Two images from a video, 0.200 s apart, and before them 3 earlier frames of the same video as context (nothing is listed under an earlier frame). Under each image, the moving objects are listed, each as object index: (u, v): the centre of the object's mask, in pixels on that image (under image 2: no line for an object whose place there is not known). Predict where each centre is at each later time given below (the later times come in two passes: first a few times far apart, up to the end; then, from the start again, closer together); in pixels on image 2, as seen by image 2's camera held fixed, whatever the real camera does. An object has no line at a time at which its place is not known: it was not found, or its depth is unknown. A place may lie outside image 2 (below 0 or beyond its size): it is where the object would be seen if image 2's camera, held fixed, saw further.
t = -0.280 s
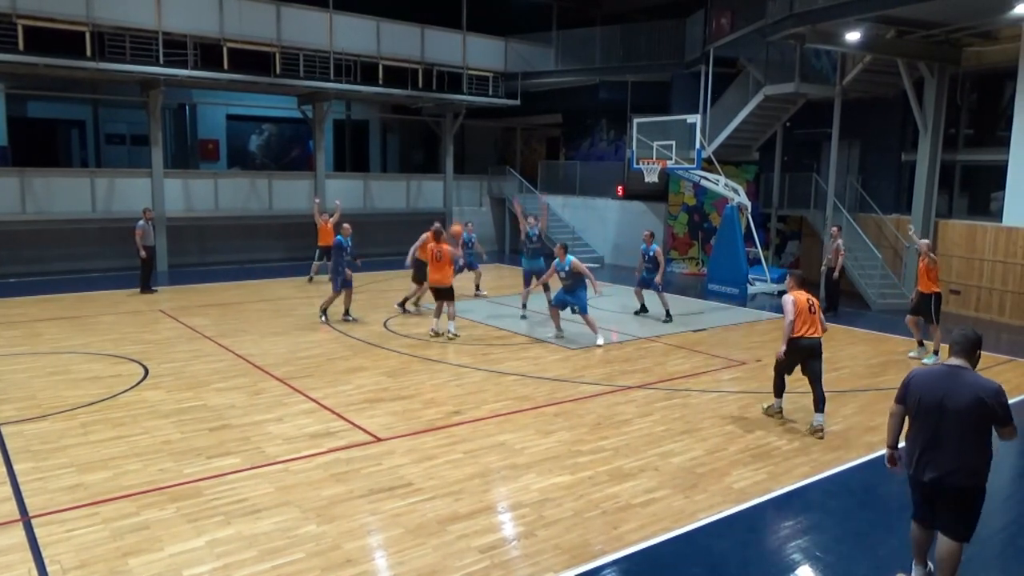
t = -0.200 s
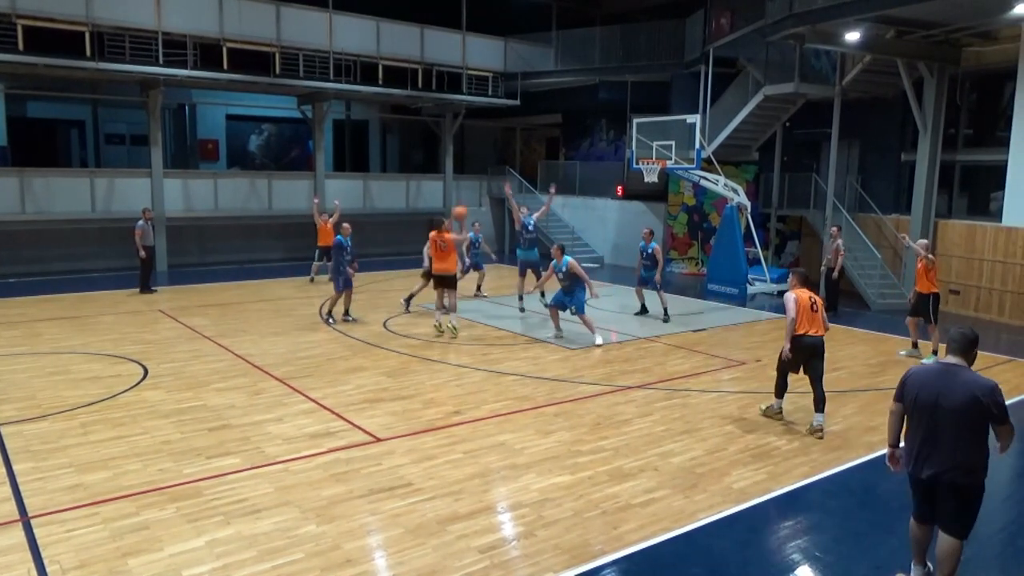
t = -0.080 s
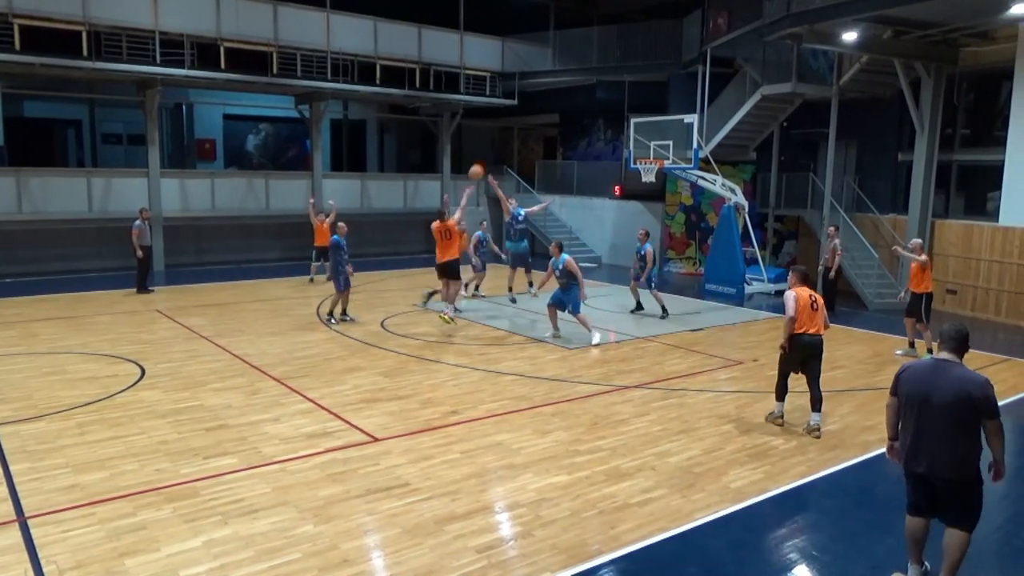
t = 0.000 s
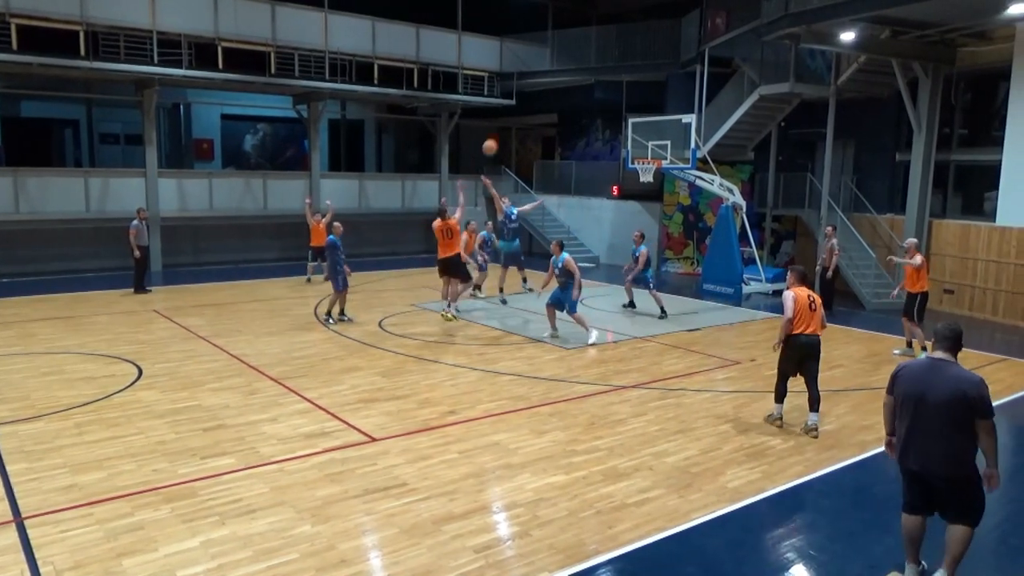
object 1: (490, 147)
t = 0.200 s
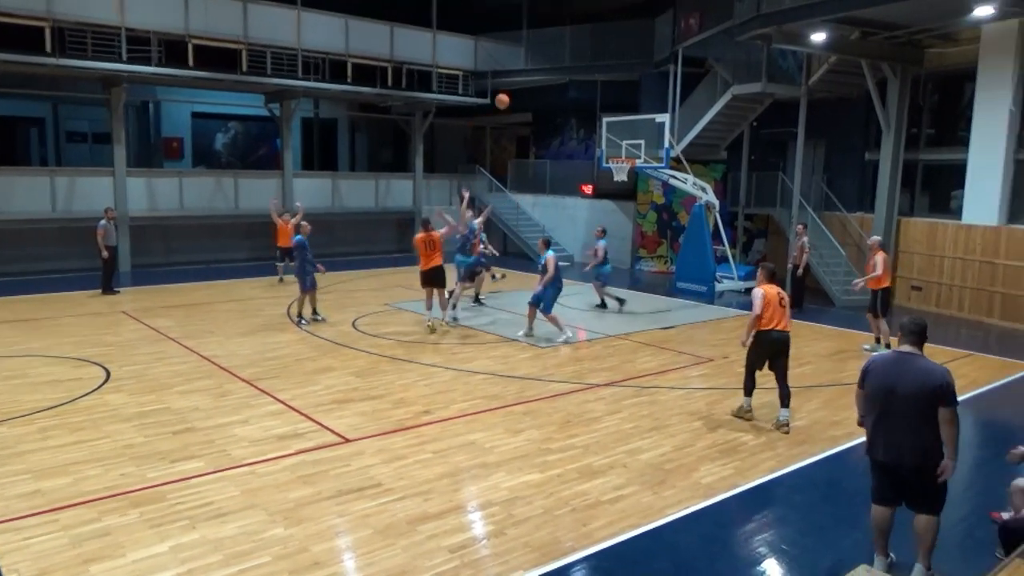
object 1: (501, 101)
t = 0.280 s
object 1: (515, 90)
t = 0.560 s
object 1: (559, 81)
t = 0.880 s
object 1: (601, 117)
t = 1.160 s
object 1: (625, 138)
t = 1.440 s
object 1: (636, 116)
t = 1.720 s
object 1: (646, 133)
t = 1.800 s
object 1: (649, 147)
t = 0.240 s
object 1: (508, 95)
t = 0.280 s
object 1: (515, 90)
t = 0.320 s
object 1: (522, 86)
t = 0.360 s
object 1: (529, 83)
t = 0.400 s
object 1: (535, 81)
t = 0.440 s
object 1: (542, 80)
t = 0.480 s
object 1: (547, 79)
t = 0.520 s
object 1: (553, 79)
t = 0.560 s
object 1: (559, 81)
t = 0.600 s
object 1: (565, 83)
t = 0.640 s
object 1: (570, 85)
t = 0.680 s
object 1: (576, 89)
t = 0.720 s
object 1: (581, 93)
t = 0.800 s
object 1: (591, 104)
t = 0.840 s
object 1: (596, 111)
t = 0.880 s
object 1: (601, 117)
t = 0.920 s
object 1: (606, 125)
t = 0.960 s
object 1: (611, 134)
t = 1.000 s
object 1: (615, 141)
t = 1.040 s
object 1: (618, 150)
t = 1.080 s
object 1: (621, 149)
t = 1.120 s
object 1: (623, 144)
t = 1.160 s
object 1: (625, 138)
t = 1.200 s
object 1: (626, 133)
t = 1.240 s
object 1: (628, 129)
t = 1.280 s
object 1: (629, 124)
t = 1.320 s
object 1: (631, 121)
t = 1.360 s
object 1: (633, 118)
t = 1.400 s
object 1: (634, 117)
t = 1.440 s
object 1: (636, 116)
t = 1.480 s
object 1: (637, 115)
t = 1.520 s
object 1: (639, 116)
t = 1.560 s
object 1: (639, 118)
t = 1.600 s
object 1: (642, 121)
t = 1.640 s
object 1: (643, 124)
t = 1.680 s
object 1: (645, 129)
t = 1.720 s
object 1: (646, 133)
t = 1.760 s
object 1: (647, 139)
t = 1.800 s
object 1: (649, 147)
